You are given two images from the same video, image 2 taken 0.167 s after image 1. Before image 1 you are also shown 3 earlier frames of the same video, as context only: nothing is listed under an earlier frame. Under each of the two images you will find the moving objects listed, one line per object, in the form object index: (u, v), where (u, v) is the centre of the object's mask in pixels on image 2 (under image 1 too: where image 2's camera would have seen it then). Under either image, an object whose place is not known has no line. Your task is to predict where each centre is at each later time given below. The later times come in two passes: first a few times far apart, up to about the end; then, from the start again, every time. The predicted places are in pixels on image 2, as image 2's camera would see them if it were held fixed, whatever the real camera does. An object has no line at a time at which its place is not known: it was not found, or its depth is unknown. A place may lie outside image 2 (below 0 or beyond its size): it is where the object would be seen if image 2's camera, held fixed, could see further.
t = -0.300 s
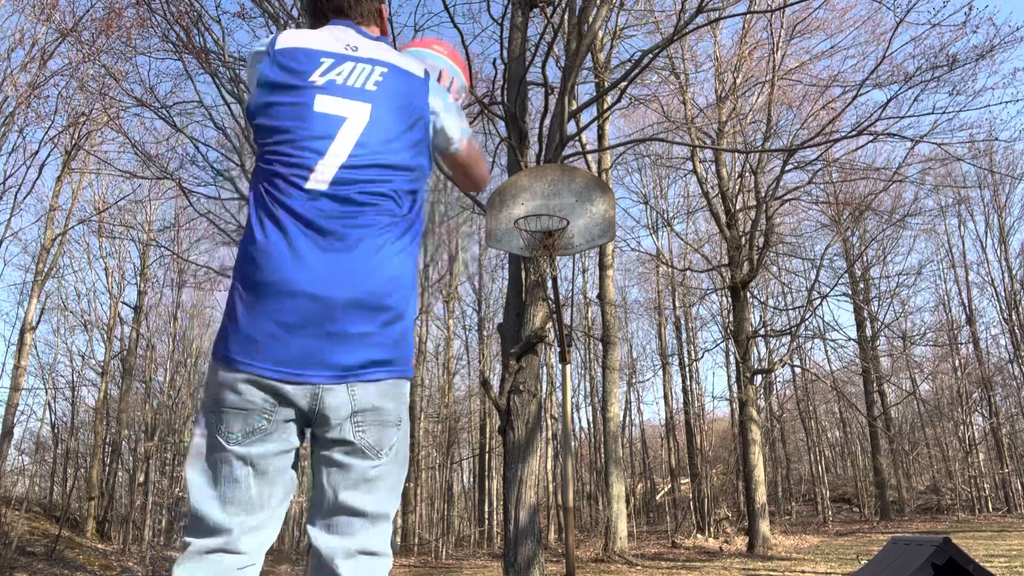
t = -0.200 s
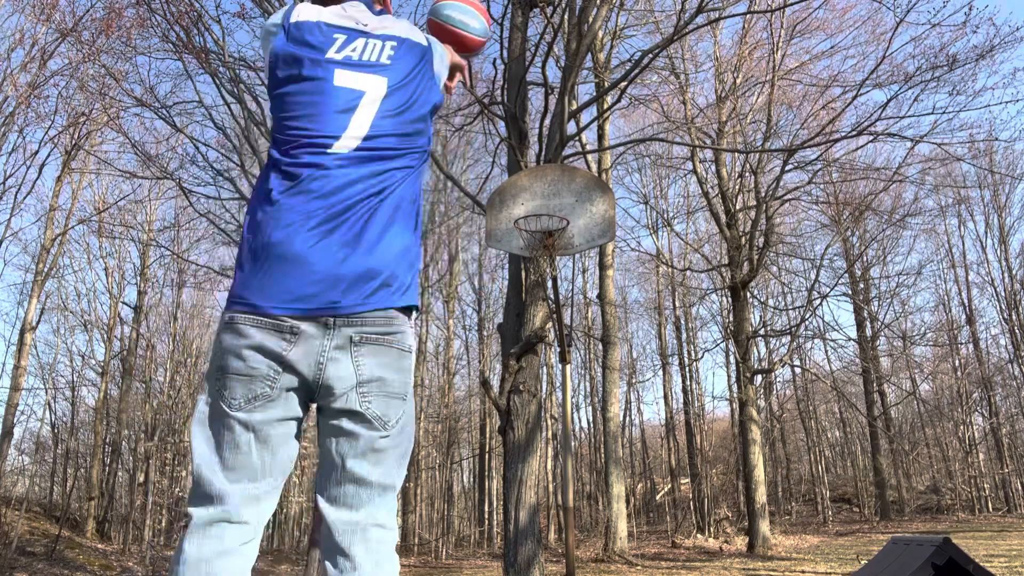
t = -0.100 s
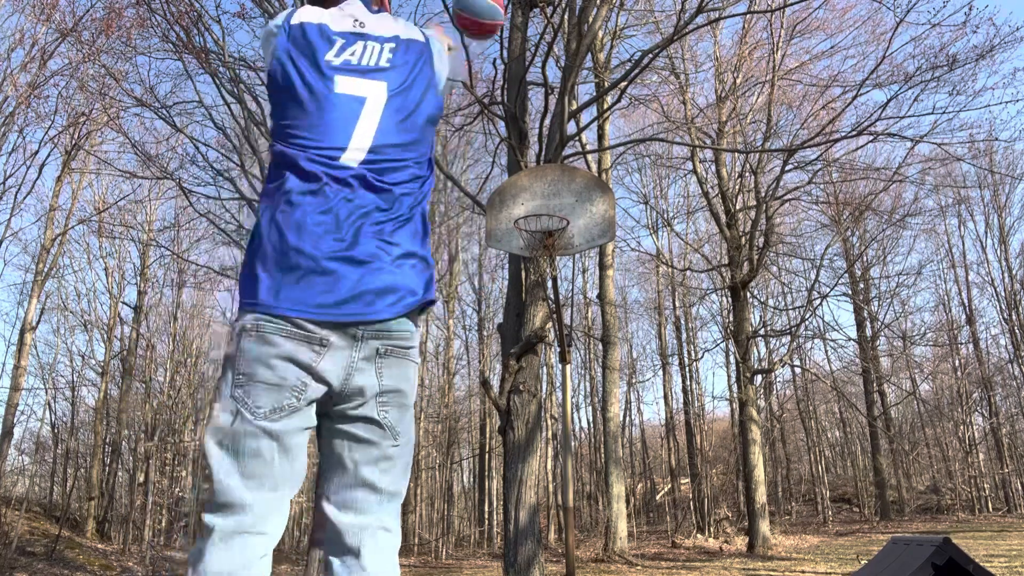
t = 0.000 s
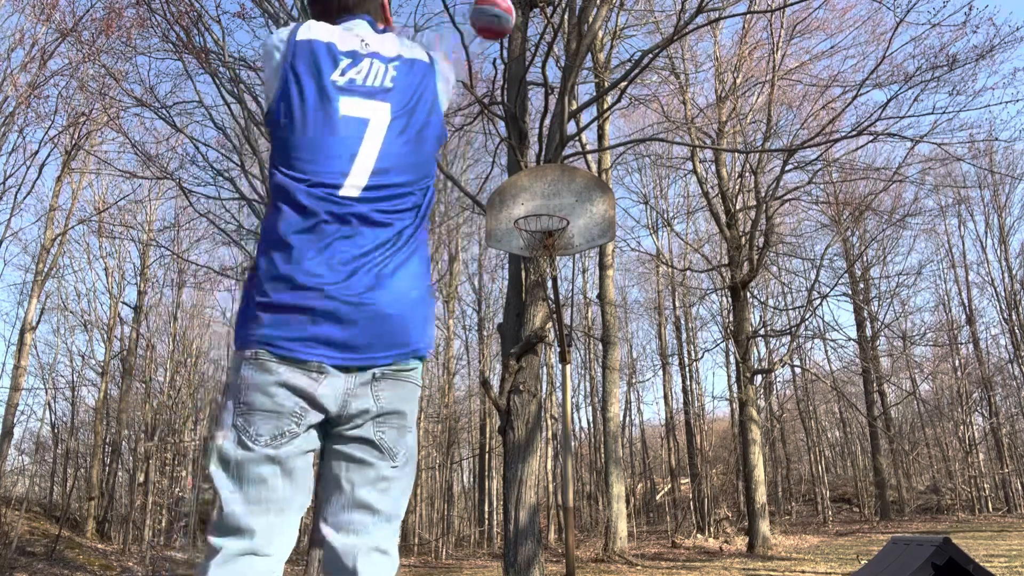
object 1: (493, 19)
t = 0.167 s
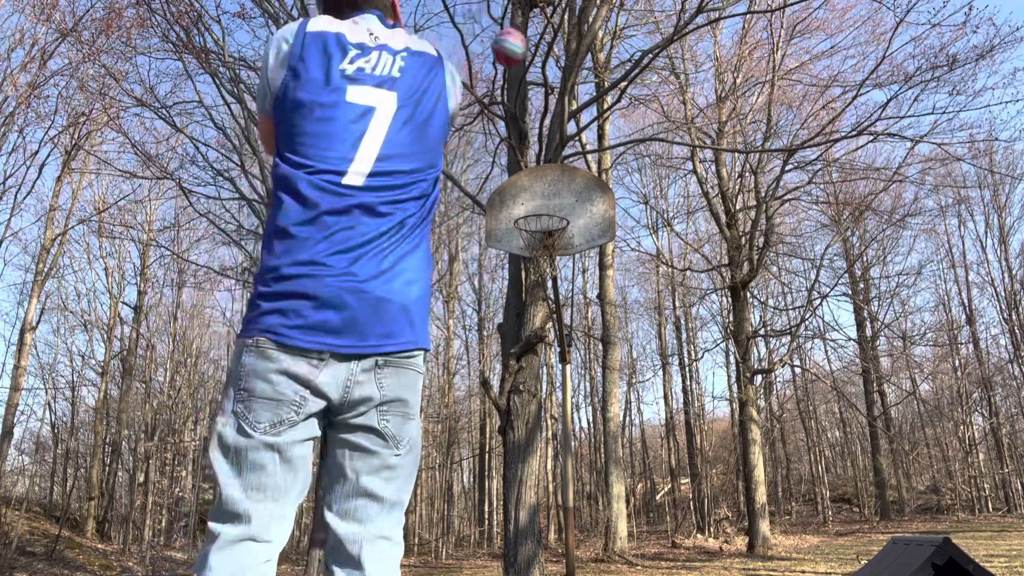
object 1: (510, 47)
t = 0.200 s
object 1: (512, 57)
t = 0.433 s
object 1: (527, 138)
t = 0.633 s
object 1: (537, 222)
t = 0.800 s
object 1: (535, 184)
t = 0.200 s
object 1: (512, 57)
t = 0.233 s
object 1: (515, 67)
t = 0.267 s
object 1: (517, 77)
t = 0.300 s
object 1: (519, 87)
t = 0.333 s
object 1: (522, 99)
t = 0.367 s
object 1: (523, 113)
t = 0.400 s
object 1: (525, 126)
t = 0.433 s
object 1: (527, 138)
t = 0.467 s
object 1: (529, 152)
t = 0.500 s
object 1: (531, 167)
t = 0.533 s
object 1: (533, 181)
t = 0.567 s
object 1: (534, 197)
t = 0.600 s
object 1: (535, 212)
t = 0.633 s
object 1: (537, 222)
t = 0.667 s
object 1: (538, 209)
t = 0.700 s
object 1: (537, 203)
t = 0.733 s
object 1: (536, 196)
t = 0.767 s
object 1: (535, 191)
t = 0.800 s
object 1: (535, 184)
